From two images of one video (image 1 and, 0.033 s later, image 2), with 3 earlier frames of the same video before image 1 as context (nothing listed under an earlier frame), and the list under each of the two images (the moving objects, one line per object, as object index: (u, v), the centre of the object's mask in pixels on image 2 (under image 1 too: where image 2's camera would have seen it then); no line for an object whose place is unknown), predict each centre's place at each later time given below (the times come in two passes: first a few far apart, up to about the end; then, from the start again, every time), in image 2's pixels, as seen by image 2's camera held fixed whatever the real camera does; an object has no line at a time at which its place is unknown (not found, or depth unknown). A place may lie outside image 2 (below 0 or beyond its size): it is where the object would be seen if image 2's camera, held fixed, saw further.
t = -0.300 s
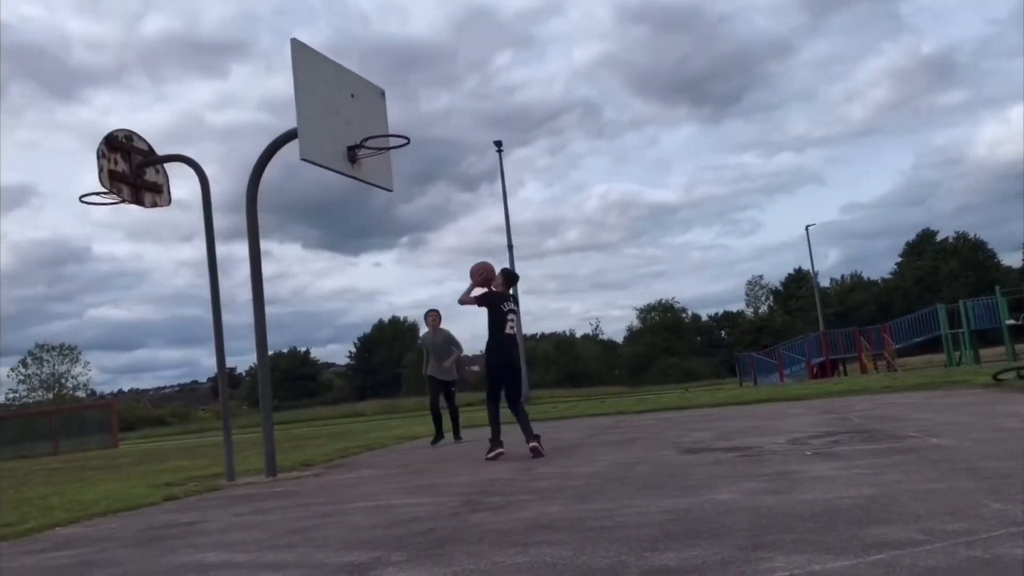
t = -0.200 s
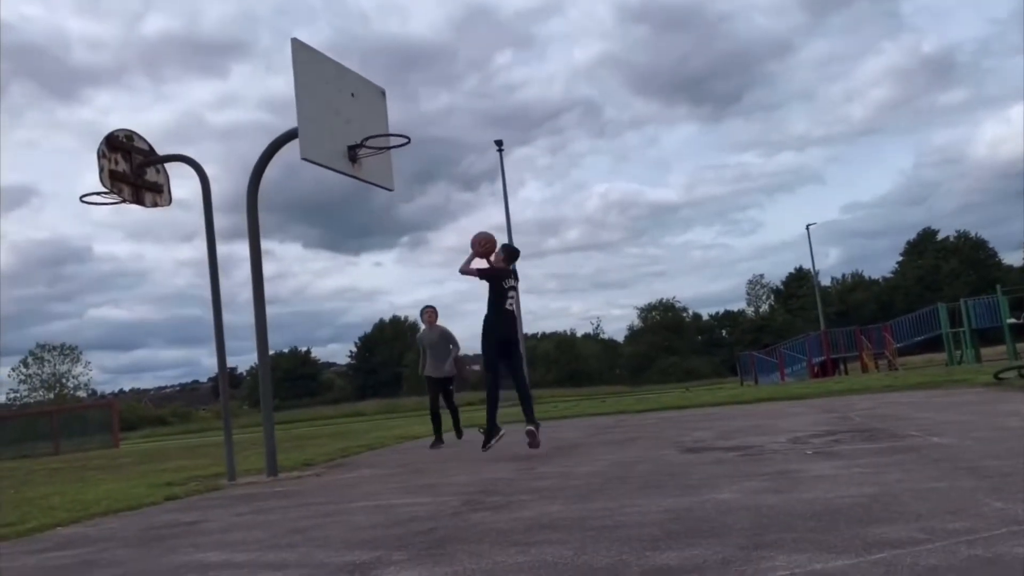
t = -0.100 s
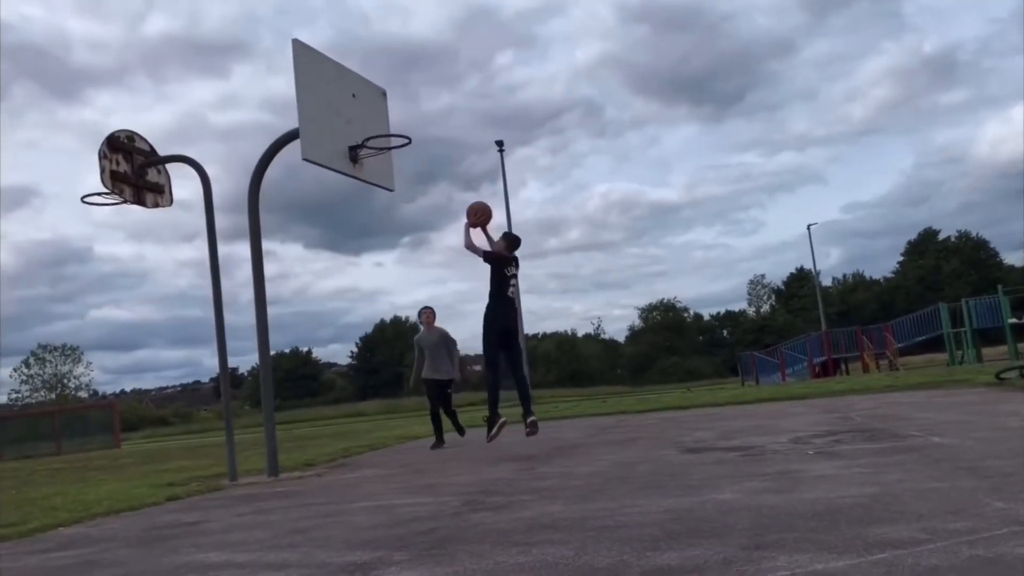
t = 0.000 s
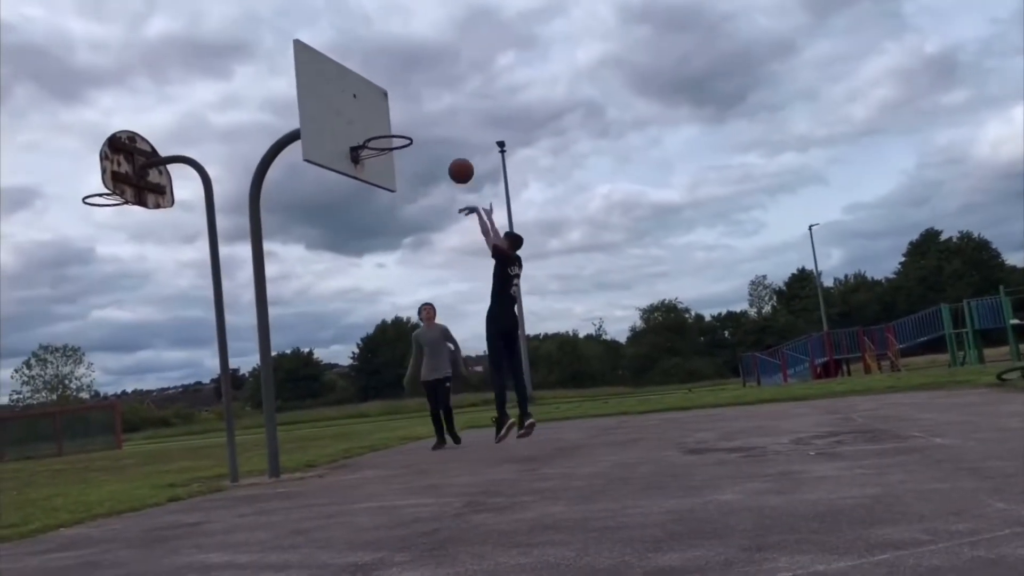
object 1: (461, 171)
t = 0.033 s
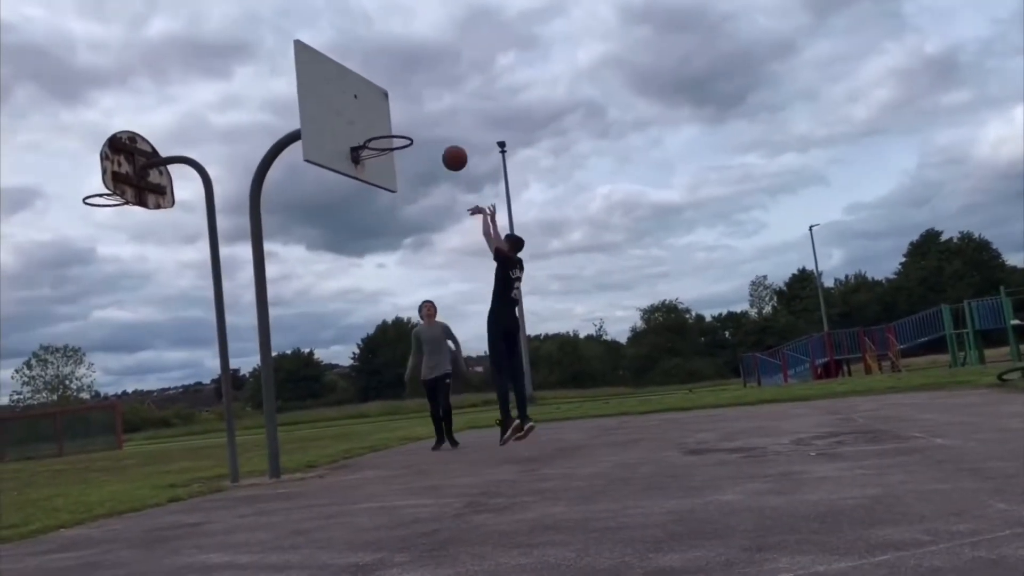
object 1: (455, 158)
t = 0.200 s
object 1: (423, 112)
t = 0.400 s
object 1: (390, 94)
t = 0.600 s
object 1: (363, 114)
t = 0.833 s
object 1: (391, 160)
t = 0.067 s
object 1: (448, 147)
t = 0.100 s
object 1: (442, 136)
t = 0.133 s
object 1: (435, 127)
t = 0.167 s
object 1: (429, 119)
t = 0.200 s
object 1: (423, 112)
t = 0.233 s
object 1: (417, 106)
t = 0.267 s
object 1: (411, 102)
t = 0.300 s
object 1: (406, 98)
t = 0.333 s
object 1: (400, 95)
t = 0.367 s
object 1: (395, 94)
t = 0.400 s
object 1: (390, 94)
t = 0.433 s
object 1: (385, 95)
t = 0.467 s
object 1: (381, 96)
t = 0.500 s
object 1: (377, 99)
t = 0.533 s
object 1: (372, 103)
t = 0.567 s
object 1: (367, 109)
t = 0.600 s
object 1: (363, 114)
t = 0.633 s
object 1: (359, 121)
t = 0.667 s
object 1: (364, 125)
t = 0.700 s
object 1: (369, 131)
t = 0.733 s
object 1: (374, 138)
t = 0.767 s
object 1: (379, 144)
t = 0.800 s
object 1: (385, 152)
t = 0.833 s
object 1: (391, 160)
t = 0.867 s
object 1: (396, 170)
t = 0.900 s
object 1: (402, 180)
